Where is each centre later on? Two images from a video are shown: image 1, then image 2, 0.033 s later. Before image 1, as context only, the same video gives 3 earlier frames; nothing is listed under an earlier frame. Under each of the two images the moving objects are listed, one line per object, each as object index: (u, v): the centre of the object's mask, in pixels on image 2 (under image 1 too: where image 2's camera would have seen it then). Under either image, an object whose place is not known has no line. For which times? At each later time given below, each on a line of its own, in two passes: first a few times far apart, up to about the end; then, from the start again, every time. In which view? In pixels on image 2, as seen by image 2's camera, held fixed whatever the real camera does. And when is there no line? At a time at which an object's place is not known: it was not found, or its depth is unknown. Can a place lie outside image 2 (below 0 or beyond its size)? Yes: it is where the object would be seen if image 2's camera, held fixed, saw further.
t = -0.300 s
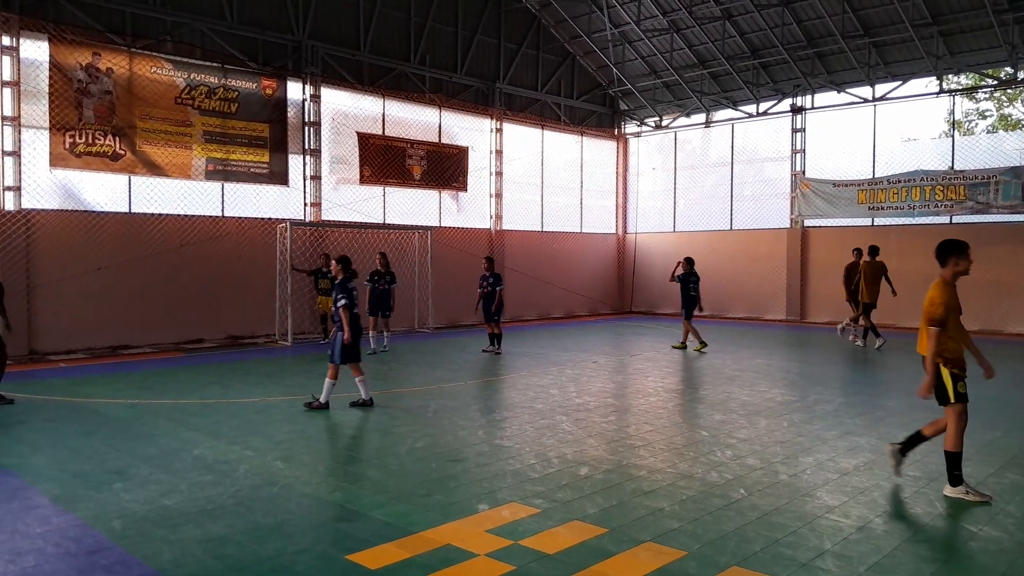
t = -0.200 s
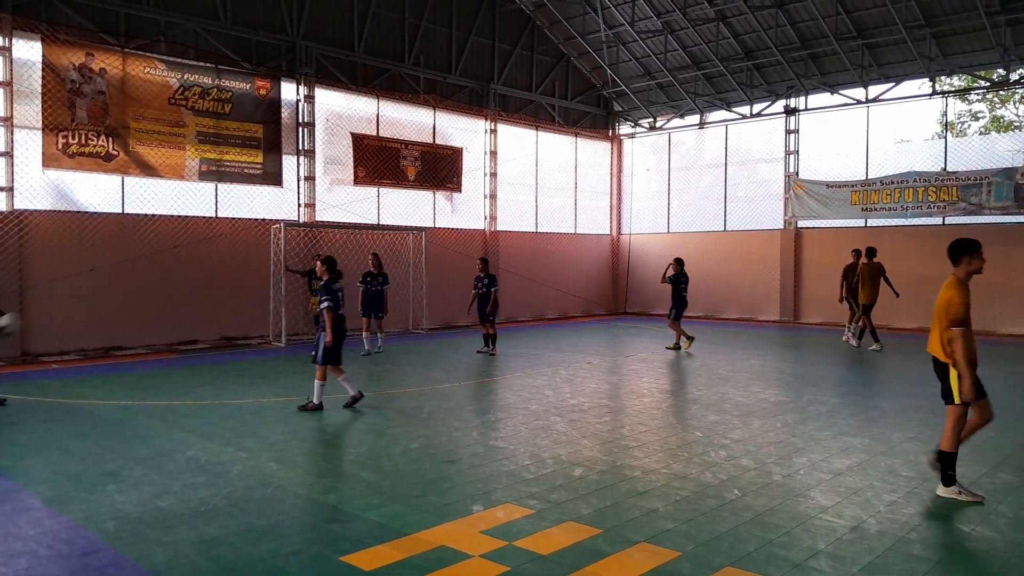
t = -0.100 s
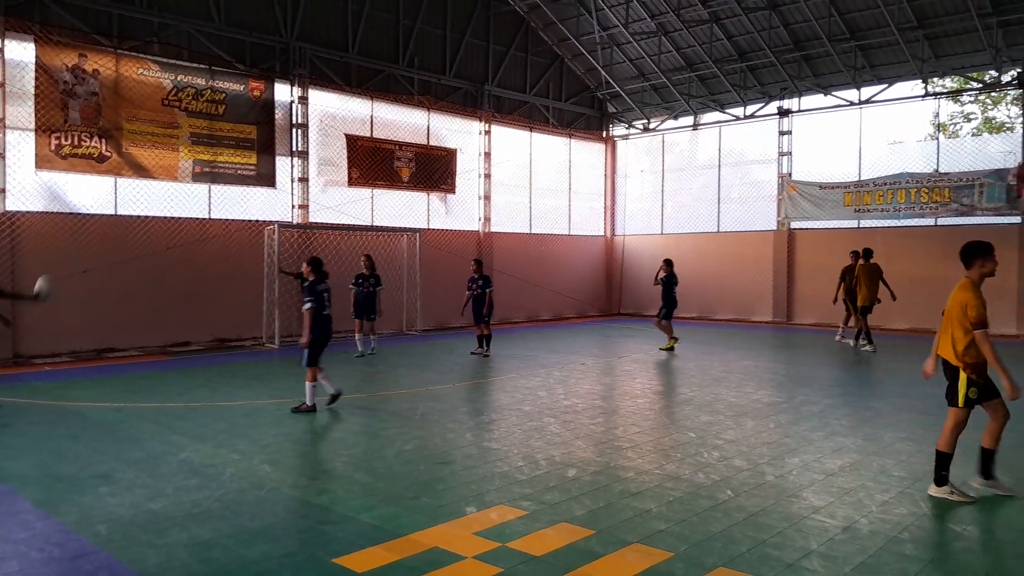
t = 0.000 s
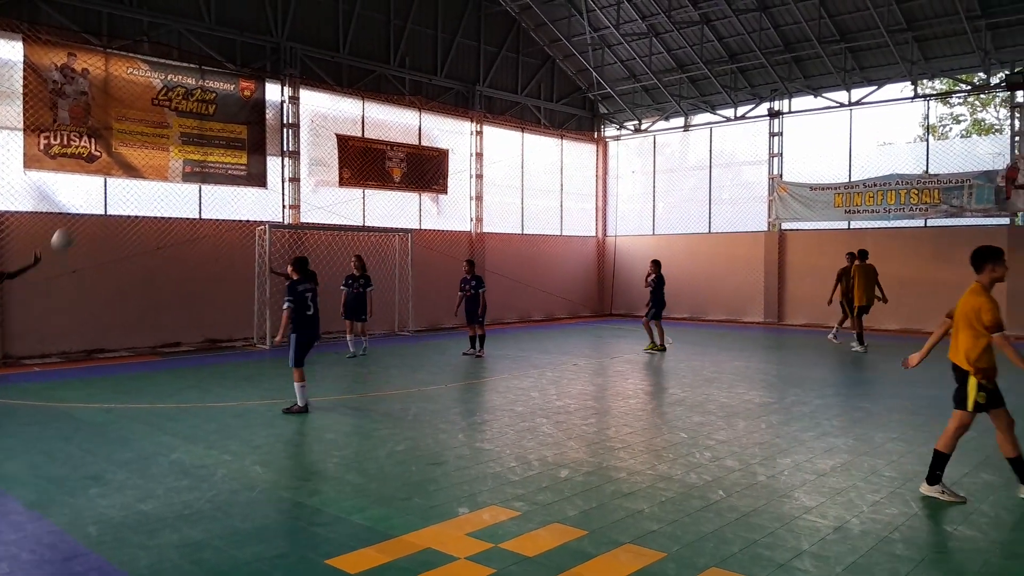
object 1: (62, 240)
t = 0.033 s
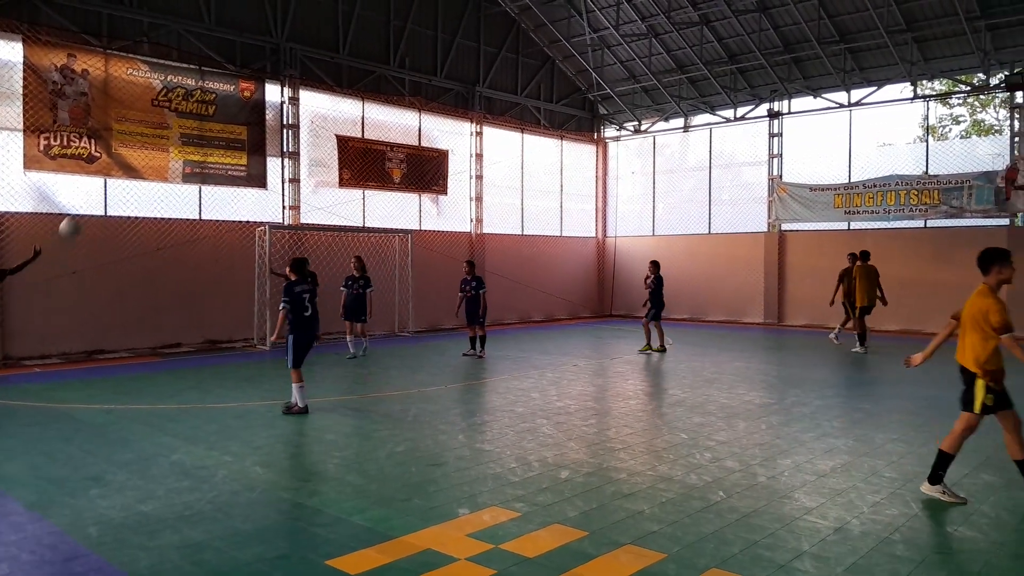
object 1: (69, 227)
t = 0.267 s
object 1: (122, 166)
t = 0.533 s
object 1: (172, 157)
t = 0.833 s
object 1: (215, 205)
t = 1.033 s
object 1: (239, 261)
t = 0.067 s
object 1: (79, 216)
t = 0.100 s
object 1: (88, 203)
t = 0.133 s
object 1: (95, 193)
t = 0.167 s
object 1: (102, 185)
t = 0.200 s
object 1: (109, 177)
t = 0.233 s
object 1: (115, 171)
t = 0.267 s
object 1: (122, 166)
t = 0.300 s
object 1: (128, 162)
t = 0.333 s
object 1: (137, 158)
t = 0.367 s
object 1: (144, 155)
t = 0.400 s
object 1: (149, 154)
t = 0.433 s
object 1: (155, 153)
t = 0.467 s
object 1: (161, 154)
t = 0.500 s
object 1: (166, 155)
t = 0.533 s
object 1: (172, 157)
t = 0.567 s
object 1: (177, 159)
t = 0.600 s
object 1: (182, 163)
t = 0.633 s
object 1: (187, 167)
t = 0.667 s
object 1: (191, 171)
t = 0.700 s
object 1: (194, 176)
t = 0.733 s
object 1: (200, 181)
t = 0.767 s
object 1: (206, 189)
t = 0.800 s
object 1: (210, 197)
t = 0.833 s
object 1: (215, 205)
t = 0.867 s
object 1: (219, 213)
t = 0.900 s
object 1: (224, 222)
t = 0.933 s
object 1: (227, 230)
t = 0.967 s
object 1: (231, 240)
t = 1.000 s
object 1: (235, 251)
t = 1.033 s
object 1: (239, 261)
